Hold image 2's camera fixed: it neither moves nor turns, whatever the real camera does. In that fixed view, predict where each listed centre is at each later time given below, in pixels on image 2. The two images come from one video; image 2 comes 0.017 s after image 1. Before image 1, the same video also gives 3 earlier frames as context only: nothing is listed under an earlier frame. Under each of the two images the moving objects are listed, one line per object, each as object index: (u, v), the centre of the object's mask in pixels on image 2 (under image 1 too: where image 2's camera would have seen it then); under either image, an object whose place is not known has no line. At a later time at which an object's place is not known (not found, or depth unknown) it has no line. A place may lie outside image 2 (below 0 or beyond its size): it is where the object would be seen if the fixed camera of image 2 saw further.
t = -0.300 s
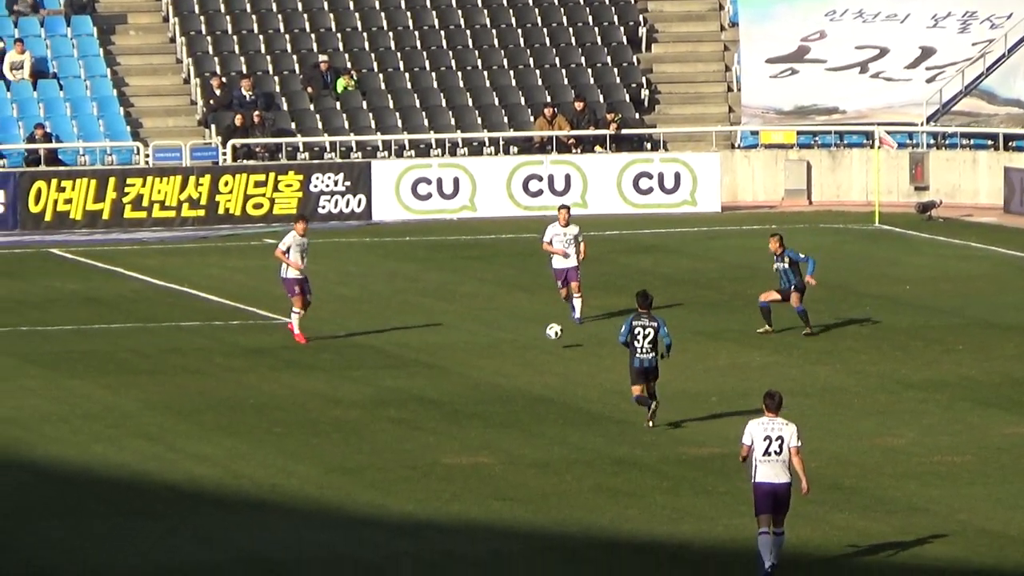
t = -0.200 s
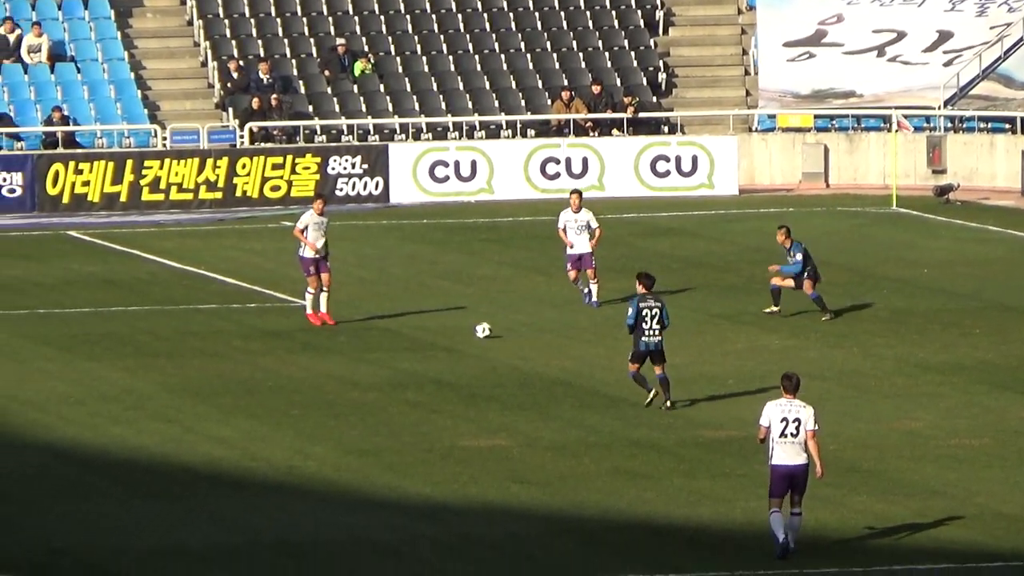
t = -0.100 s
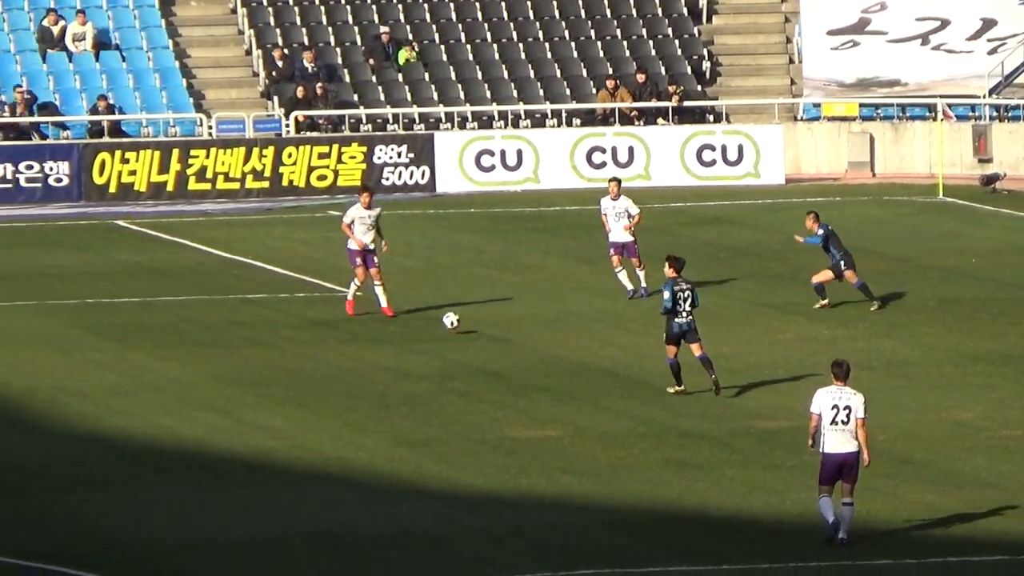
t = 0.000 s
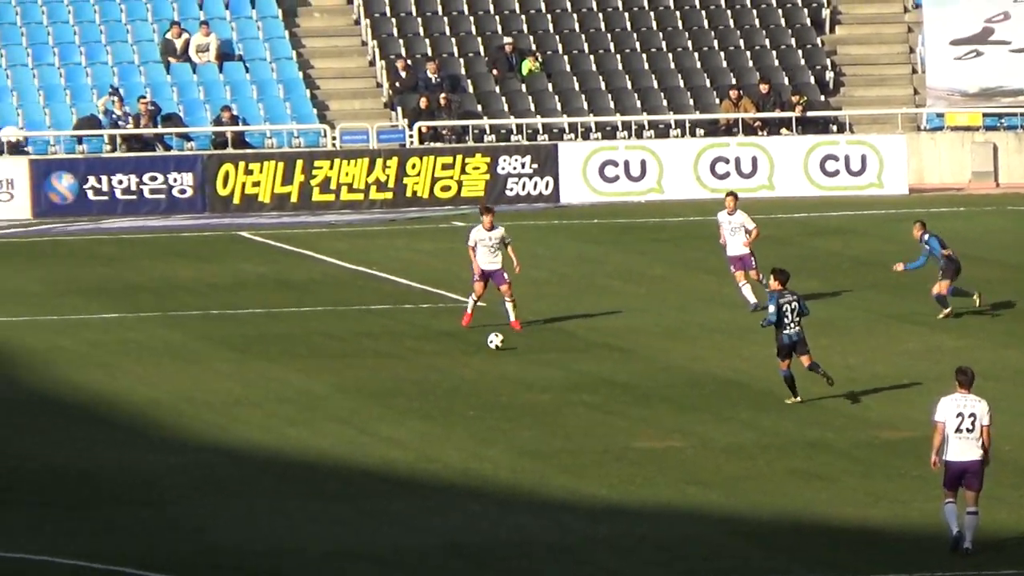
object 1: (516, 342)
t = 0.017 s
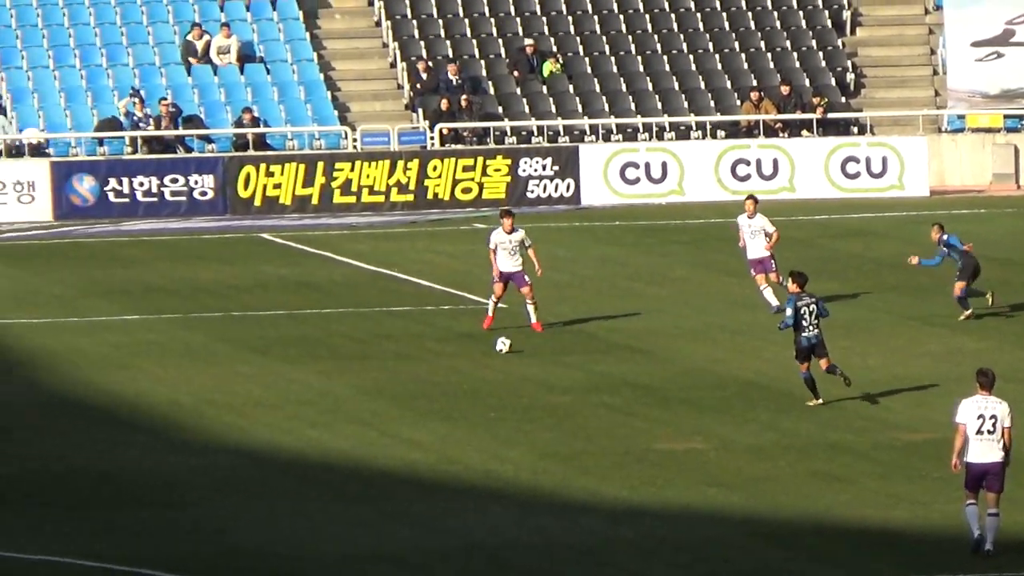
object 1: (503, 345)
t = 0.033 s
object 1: (491, 346)
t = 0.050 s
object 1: (479, 345)
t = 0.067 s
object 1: (468, 343)
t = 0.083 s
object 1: (456, 343)
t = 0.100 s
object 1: (445, 342)
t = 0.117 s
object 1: (434, 342)
